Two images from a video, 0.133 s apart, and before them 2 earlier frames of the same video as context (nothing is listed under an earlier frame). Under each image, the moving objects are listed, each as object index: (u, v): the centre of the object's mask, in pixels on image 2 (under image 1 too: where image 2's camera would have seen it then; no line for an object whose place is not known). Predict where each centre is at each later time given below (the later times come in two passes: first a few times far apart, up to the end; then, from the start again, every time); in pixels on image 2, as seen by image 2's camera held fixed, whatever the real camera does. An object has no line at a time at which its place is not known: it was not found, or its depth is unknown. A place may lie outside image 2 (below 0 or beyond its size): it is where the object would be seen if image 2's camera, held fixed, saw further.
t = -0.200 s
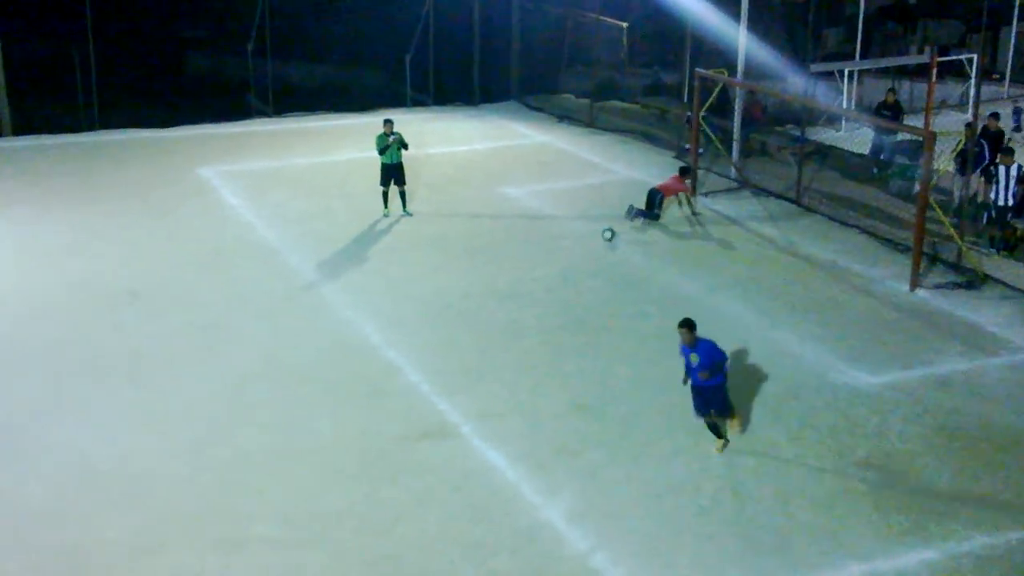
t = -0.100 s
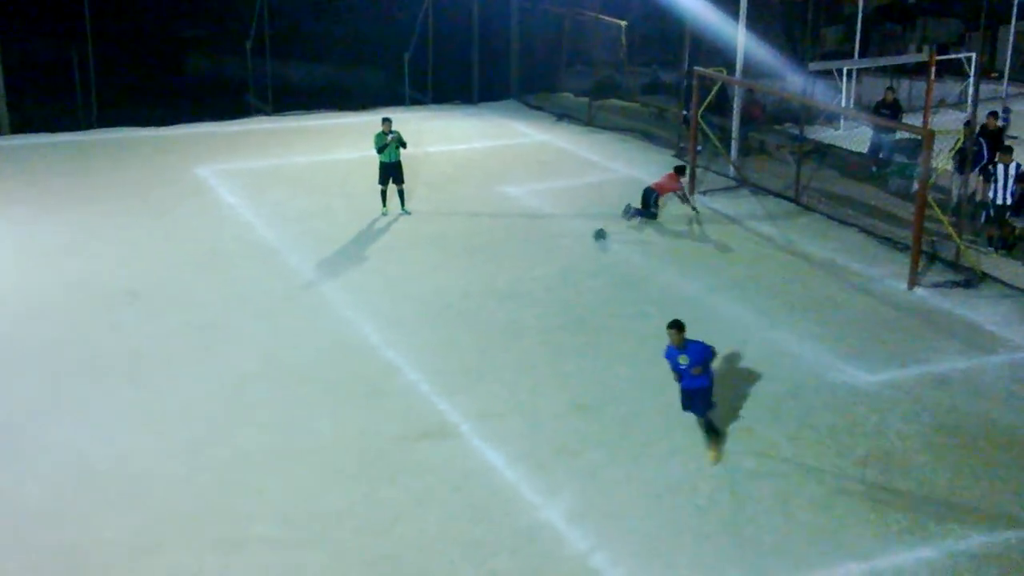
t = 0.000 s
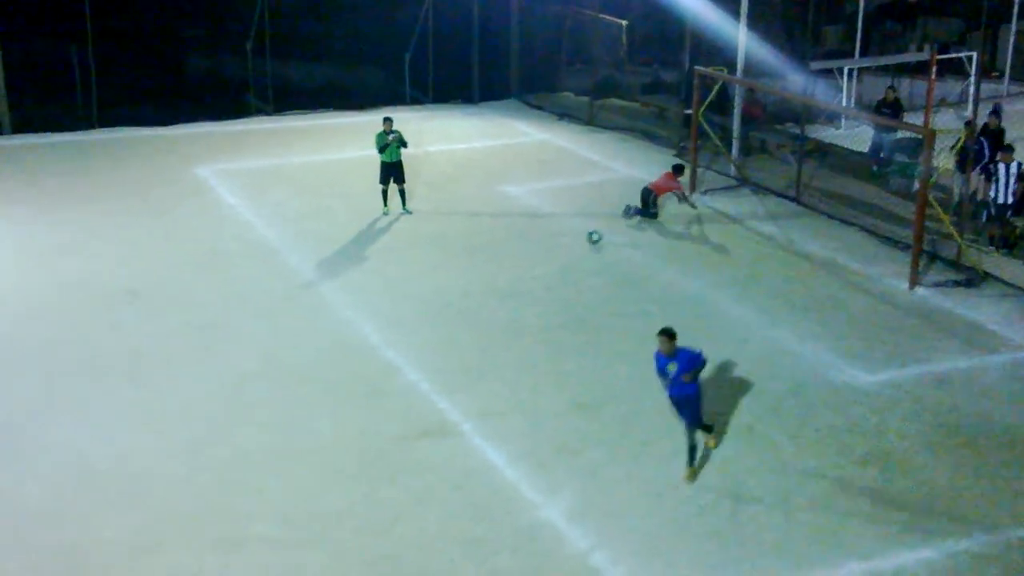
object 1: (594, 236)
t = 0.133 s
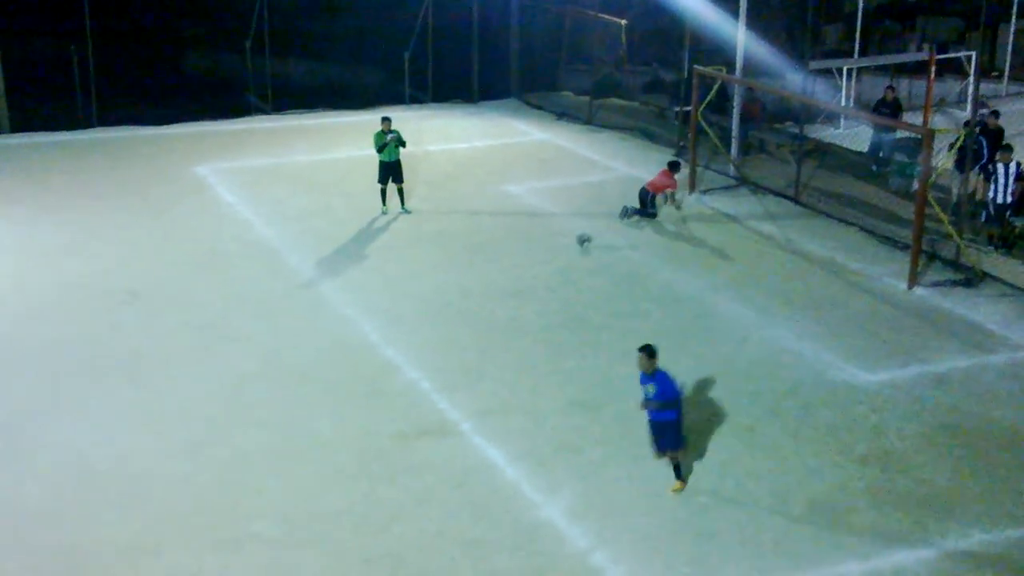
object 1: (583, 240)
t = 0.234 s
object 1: (576, 241)
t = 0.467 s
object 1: (560, 247)
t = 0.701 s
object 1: (546, 251)
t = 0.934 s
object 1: (528, 255)
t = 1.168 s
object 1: (513, 261)
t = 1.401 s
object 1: (498, 266)
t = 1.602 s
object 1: (487, 268)
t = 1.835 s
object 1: (473, 273)
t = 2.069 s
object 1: (460, 278)
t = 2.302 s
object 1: (447, 281)
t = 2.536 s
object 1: (436, 286)
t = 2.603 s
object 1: (433, 287)
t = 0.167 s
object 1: (582, 240)
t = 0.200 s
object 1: (580, 240)
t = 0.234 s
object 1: (576, 241)
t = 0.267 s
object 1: (574, 241)
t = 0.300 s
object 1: (571, 242)
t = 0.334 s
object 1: (569, 244)
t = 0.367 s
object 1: (568, 245)
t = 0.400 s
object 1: (566, 246)
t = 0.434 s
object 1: (563, 246)
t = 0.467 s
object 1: (560, 247)
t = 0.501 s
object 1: (558, 248)
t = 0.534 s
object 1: (556, 248)
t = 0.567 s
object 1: (554, 249)
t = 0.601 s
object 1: (552, 249)
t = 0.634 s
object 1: (550, 250)
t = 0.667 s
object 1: (547, 250)
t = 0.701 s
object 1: (546, 251)
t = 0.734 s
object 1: (543, 251)
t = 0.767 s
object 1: (541, 252)
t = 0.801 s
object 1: (538, 252)
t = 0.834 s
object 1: (535, 254)
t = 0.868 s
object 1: (532, 254)
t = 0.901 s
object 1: (531, 255)
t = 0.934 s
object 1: (528, 255)
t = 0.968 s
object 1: (526, 256)
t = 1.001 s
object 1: (524, 256)
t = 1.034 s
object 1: (521, 257)
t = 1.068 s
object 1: (519, 258)
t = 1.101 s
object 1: (516, 259)
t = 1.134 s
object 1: (515, 260)
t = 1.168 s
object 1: (513, 261)
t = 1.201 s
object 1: (511, 261)
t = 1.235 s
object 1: (508, 261)
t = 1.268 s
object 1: (505, 261)
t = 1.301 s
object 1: (504, 262)
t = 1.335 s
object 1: (502, 263)
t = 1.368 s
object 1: (500, 265)
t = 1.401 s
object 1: (498, 266)
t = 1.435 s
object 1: (496, 266)
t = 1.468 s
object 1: (494, 266)
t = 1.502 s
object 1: (492, 266)
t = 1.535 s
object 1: (489, 268)
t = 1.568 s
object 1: (488, 268)
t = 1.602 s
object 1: (487, 268)
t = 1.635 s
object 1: (484, 269)
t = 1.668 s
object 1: (483, 269)
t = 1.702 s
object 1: (480, 270)
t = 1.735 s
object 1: (478, 271)
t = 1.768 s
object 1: (475, 272)
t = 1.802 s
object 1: (474, 272)
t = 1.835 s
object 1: (473, 273)
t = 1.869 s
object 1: (472, 273)
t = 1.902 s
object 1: (469, 274)
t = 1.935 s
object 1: (466, 275)
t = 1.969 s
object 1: (465, 276)
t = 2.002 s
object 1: (463, 277)
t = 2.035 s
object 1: (461, 277)
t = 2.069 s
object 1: (460, 278)
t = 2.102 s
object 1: (458, 279)
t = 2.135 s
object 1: (455, 279)
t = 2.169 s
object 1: (453, 280)
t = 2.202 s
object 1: (452, 280)
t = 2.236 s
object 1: (450, 281)
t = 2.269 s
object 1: (448, 281)
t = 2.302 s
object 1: (447, 281)
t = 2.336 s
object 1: (445, 282)
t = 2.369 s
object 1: (444, 282)
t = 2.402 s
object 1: (443, 283)
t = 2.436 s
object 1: (441, 283)
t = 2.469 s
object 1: (439, 284)
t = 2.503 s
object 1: (438, 285)
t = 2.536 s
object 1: (436, 286)
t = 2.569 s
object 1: (434, 286)
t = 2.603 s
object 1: (433, 287)
